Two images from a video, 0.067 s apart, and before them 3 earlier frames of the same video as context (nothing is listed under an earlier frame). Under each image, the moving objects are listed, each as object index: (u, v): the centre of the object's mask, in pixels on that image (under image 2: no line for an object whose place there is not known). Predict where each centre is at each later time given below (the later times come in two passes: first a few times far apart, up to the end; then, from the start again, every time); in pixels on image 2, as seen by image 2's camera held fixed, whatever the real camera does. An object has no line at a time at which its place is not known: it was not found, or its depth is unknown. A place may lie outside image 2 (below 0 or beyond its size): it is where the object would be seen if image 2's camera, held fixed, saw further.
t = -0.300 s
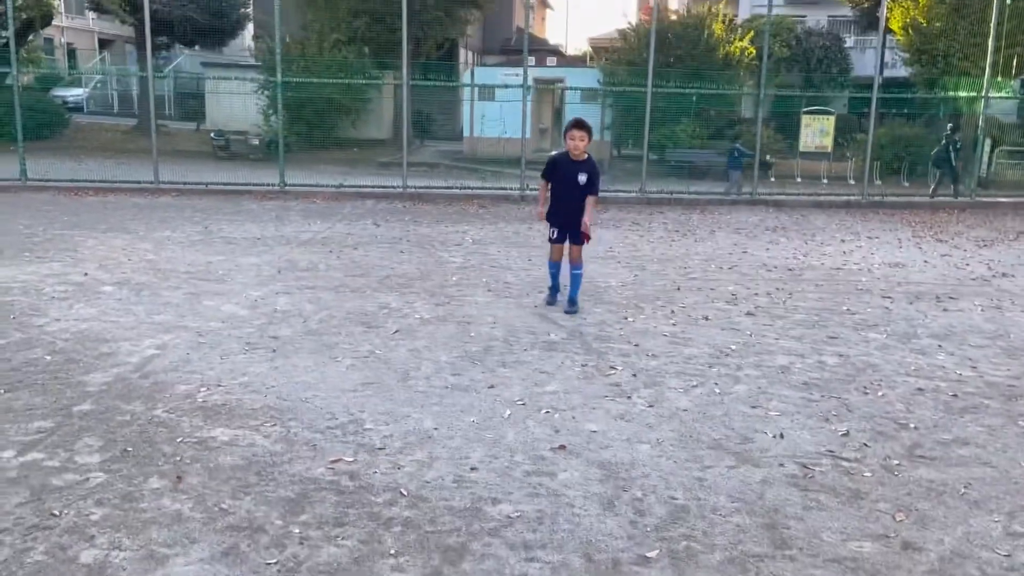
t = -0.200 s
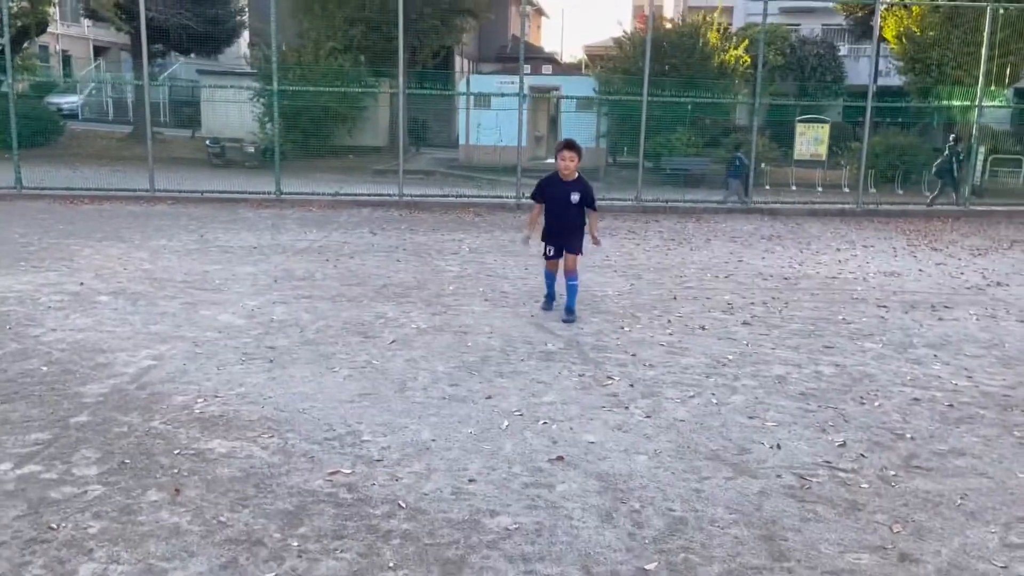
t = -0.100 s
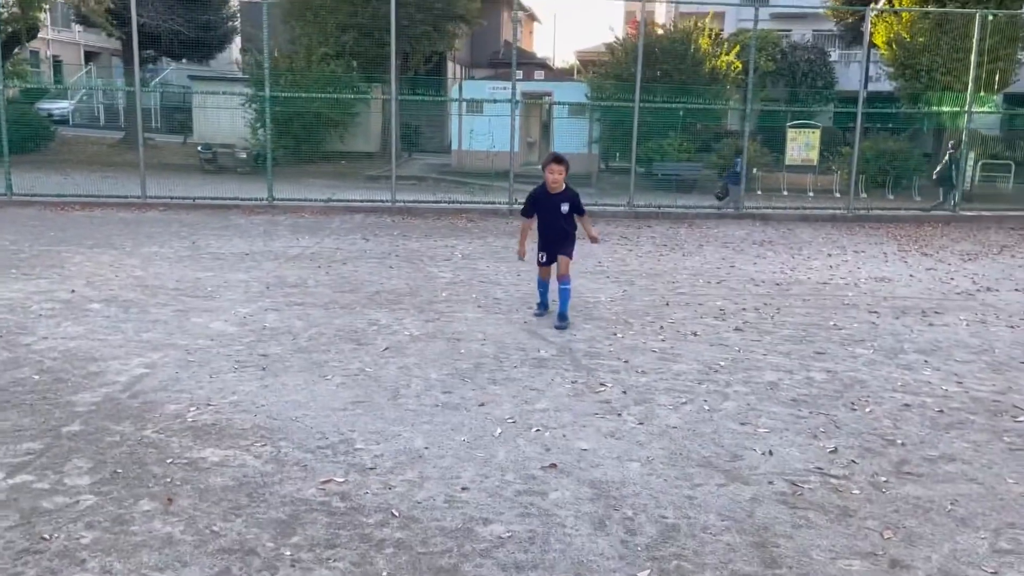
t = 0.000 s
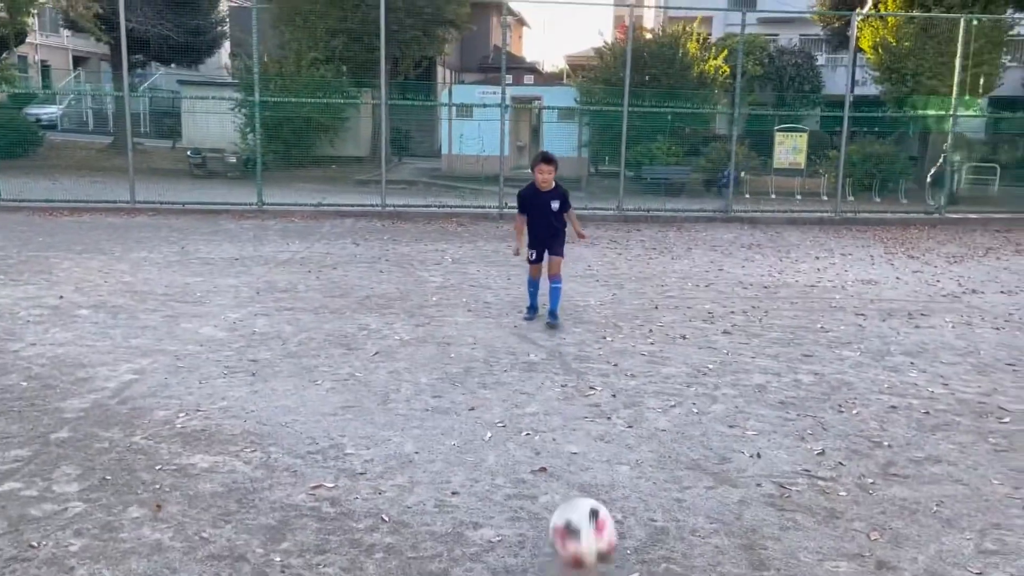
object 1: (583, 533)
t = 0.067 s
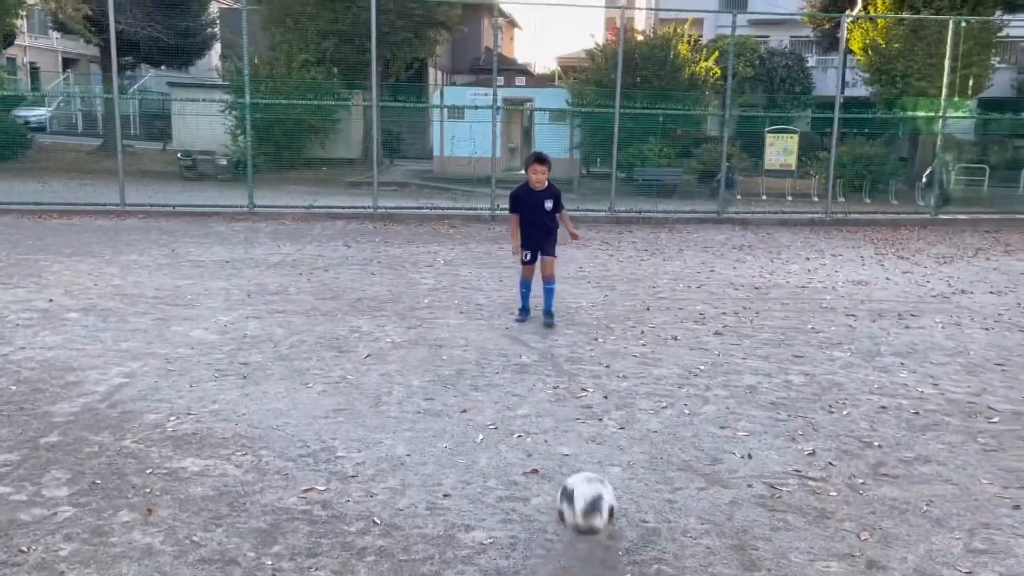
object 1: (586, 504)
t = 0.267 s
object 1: (613, 427)
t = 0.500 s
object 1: (638, 366)
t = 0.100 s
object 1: (592, 495)
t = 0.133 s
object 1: (597, 487)
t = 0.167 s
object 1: (601, 465)
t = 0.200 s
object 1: (605, 447)
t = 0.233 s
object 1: (610, 435)
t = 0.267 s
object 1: (613, 427)
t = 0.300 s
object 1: (617, 420)
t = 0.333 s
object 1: (622, 404)
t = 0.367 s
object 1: (625, 390)
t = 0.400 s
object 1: (629, 381)
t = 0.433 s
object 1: (632, 374)
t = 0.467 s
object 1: (635, 369)
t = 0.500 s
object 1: (638, 366)
